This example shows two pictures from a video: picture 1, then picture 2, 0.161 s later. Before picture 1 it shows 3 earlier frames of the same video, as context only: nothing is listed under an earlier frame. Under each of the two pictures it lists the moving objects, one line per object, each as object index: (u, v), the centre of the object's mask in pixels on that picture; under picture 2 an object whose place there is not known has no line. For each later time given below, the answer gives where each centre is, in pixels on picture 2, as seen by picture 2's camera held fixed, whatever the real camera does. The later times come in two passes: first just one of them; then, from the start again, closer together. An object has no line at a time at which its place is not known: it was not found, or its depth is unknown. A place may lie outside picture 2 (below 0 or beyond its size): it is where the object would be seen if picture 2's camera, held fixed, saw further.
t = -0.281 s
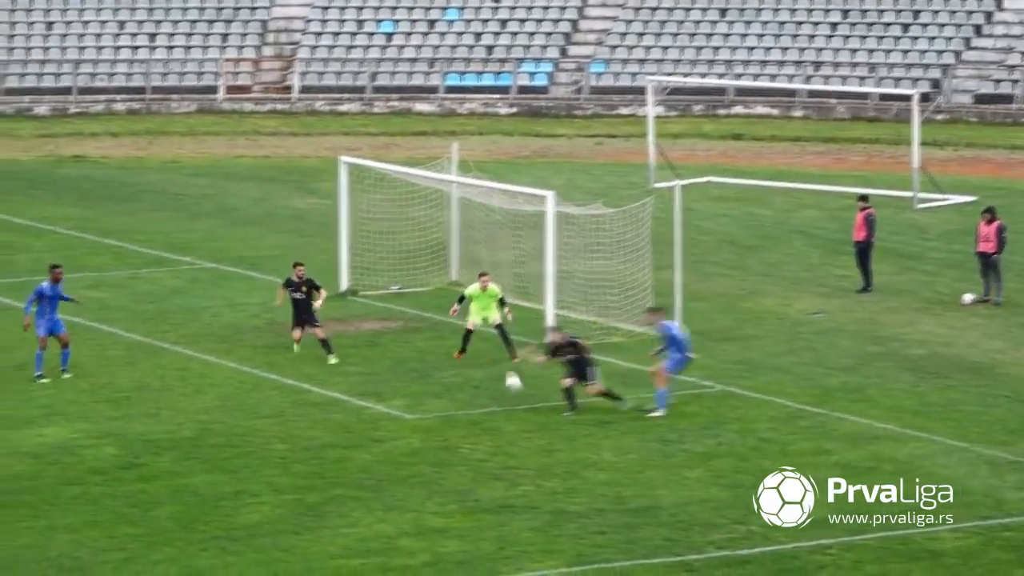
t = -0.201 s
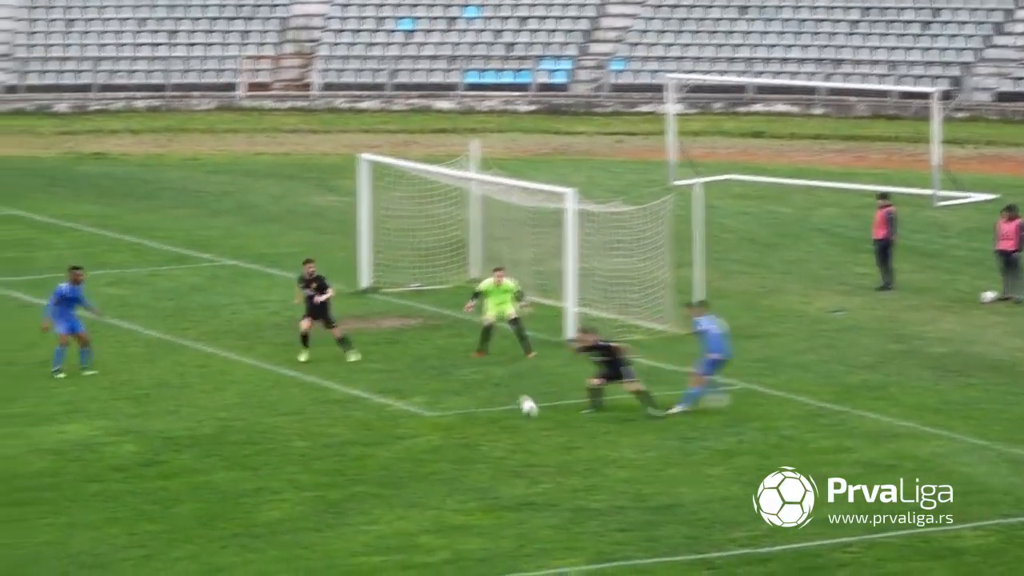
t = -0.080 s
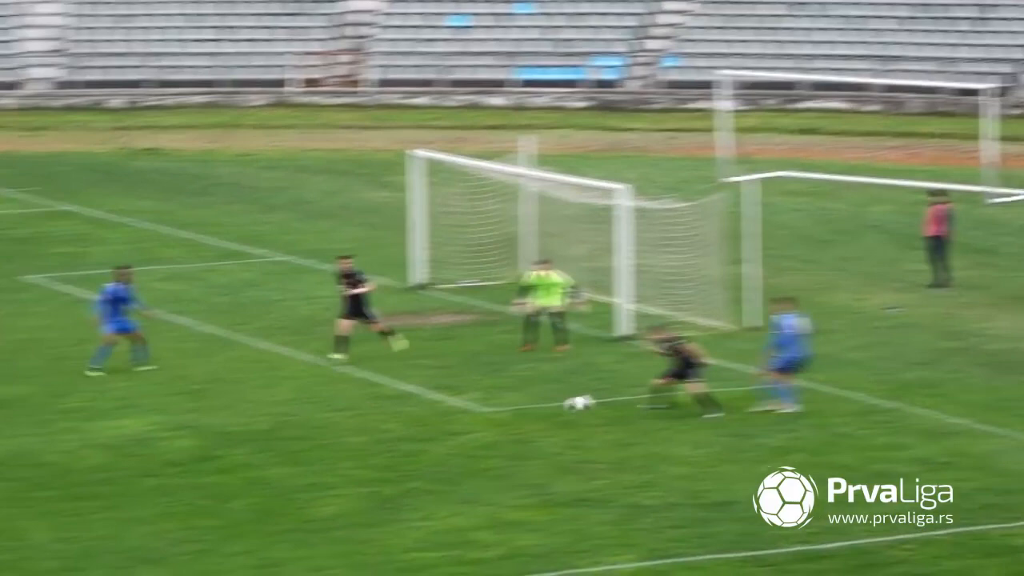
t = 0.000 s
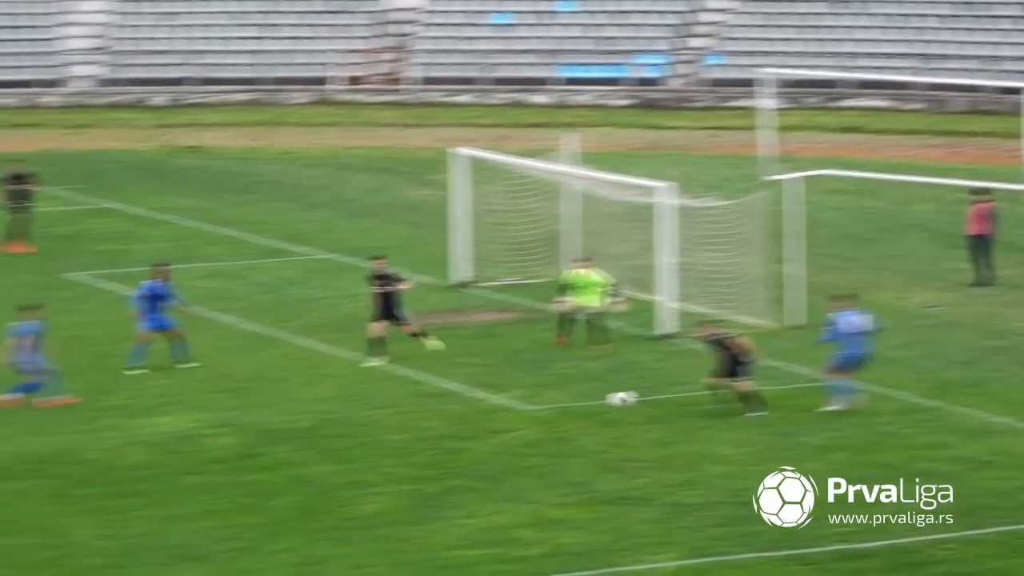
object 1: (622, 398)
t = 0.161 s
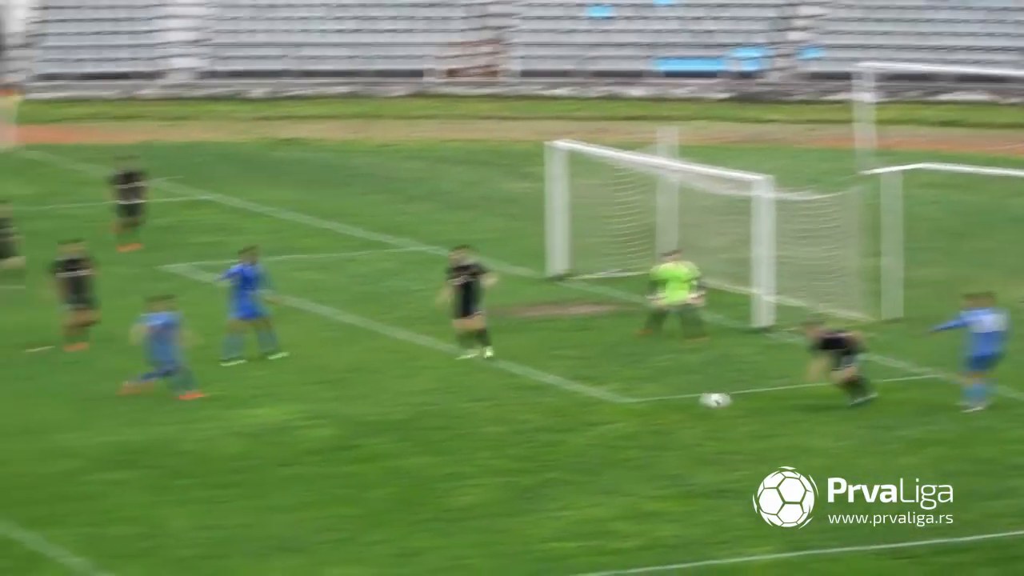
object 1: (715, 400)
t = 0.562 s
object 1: (717, 435)
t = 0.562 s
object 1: (717, 435)
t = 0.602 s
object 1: (720, 439)
